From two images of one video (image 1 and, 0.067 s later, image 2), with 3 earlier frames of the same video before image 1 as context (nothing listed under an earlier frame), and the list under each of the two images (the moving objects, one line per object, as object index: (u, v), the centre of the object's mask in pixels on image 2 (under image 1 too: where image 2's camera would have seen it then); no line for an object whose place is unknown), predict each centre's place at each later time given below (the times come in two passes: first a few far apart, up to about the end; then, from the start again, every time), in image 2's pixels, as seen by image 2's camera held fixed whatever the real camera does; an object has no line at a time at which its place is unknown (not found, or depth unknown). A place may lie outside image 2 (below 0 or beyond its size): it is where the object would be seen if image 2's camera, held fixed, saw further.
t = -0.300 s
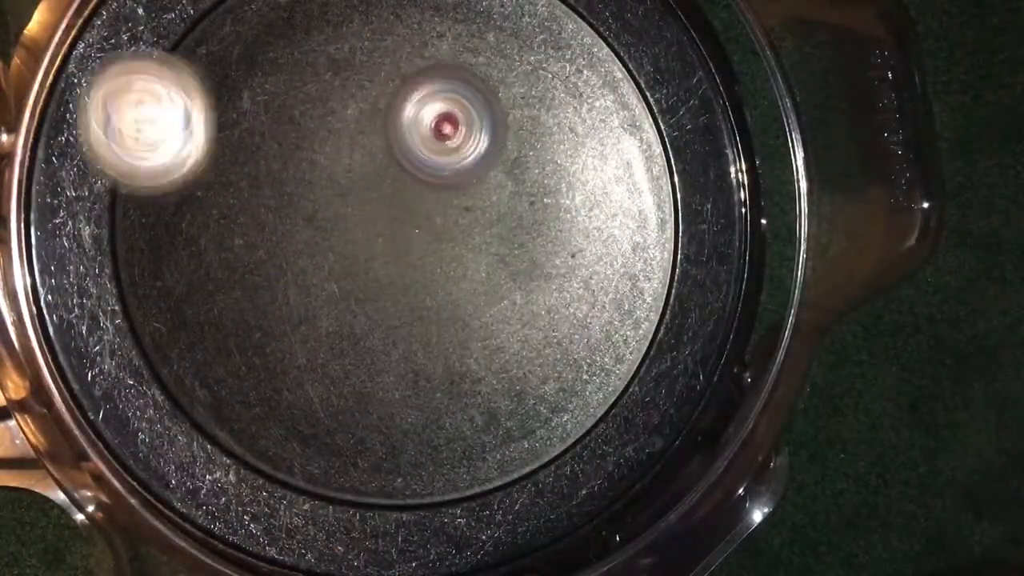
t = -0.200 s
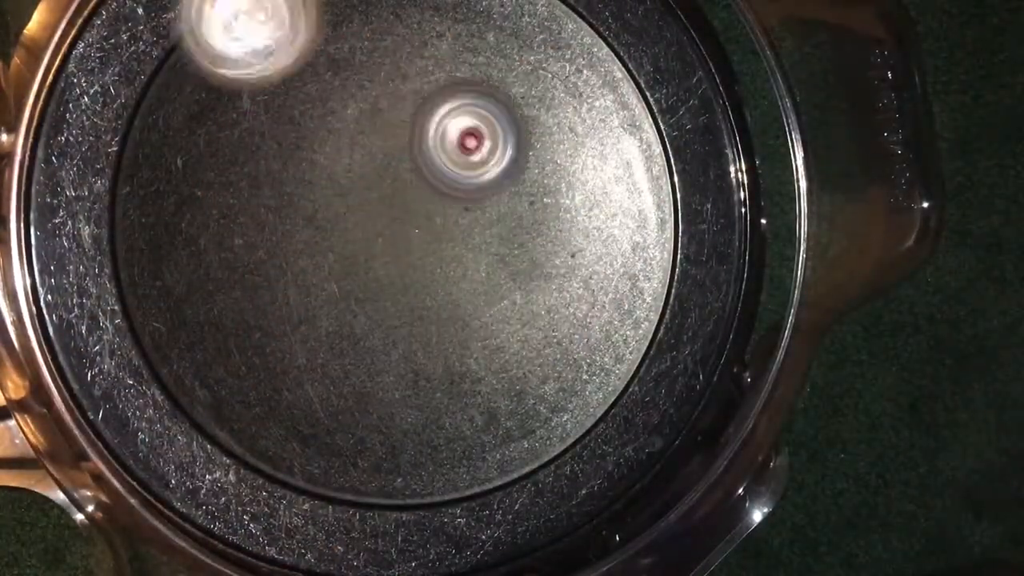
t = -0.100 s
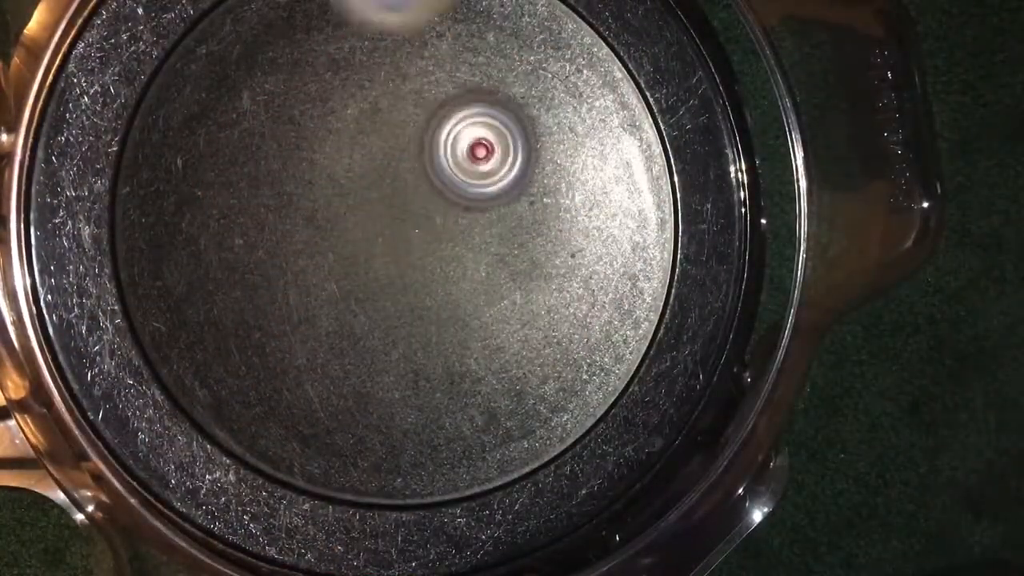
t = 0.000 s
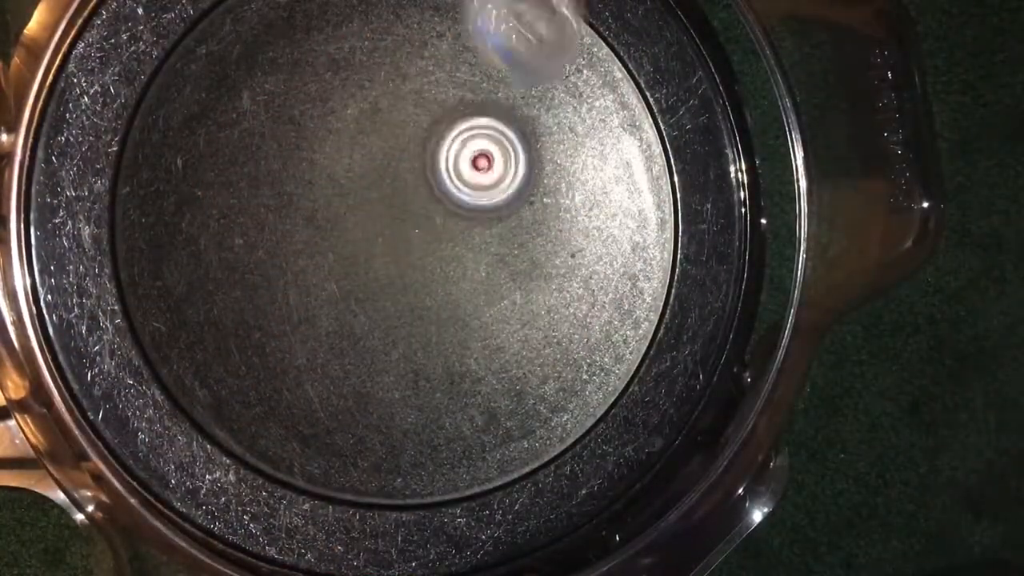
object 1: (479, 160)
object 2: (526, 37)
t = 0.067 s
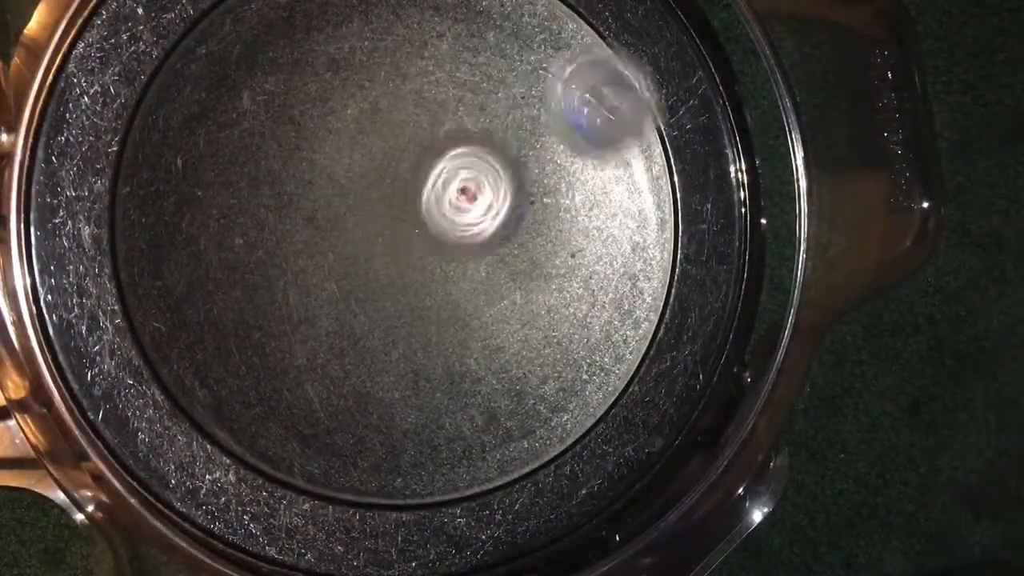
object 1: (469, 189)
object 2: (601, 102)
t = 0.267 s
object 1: (427, 316)
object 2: (620, 392)
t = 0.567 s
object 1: (383, 226)
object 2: (208, 521)
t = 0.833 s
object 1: (277, 196)
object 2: (147, 250)
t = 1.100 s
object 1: (421, 192)
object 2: (348, 68)
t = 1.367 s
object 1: (522, 309)
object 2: (601, 156)
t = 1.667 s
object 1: (406, 491)
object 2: (620, 269)
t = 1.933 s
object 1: (275, 483)
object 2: (389, 81)
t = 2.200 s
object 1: (177, 393)
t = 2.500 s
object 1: (280, 185)
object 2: (392, 116)
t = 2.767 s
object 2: (472, 218)
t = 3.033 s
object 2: (564, 337)
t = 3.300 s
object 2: (389, 377)
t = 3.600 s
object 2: (330, 116)
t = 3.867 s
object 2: (499, 46)
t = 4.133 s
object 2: (483, 139)
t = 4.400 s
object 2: (285, 177)
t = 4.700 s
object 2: (299, 138)
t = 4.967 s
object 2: (422, 296)
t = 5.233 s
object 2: (371, 383)
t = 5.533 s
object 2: (449, 337)
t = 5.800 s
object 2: (510, 305)
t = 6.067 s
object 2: (495, 242)
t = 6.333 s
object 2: (420, 372)
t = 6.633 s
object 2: (265, 279)
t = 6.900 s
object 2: (323, 149)
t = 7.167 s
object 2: (418, 136)
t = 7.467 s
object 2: (404, 207)
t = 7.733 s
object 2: (346, 189)
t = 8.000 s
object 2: (346, 137)
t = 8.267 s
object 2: (385, 46)
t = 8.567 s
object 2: (449, 123)
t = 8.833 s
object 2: (478, 202)
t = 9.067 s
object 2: (447, 272)
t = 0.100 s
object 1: (457, 217)
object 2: (641, 146)
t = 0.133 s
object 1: (449, 238)
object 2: (663, 191)
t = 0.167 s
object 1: (441, 263)
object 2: (671, 239)
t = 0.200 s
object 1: (434, 283)
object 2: (667, 292)
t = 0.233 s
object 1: (429, 298)
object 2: (649, 342)
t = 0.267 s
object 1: (427, 316)
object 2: (620, 392)
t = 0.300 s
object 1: (426, 334)
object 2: (578, 436)
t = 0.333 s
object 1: (428, 348)
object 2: (531, 467)
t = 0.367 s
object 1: (432, 366)
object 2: (475, 490)
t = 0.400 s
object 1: (427, 341)
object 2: (427, 519)
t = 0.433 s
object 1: (421, 315)
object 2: (374, 528)
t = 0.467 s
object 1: (412, 290)
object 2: (326, 535)
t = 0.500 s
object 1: (405, 266)
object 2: (285, 539)
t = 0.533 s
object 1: (393, 246)
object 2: (239, 535)
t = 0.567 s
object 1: (383, 226)
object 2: (208, 521)
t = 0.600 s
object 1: (370, 211)
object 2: (183, 490)
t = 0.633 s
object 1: (357, 203)
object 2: (166, 451)
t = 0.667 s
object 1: (340, 196)
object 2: (147, 422)
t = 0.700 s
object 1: (321, 194)
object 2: (133, 392)
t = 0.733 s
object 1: (305, 191)
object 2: (127, 360)
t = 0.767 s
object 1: (289, 192)
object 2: (134, 322)
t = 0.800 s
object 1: (275, 193)
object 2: (147, 285)
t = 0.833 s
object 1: (277, 196)
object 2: (147, 250)
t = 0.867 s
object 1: (305, 189)
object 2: (140, 218)
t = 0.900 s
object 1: (331, 187)
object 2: (143, 187)
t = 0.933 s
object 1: (353, 186)
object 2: (160, 154)
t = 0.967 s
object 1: (369, 186)
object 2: (187, 126)
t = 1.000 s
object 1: (385, 184)
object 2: (223, 103)
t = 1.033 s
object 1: (398, 182)
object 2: (265, 89)
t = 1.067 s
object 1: (407, 178)
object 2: (312, 84)
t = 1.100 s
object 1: (421, 192)
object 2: (348, 68)
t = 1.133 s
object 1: (452, 214)
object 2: (379, 51)
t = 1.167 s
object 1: (471, 238)
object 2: (414, 48)
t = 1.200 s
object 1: (485, 251)
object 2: (452, 49)
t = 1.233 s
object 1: (498, 262)
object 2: (488, 66)
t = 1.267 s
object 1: (508, 266)
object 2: (520, 88)
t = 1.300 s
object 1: (520, 267)
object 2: (547, 119)
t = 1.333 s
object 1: (530, 267)
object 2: (572, 156)
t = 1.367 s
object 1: (522, 309)
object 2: (601, 156)
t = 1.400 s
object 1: (506, 363)
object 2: (628, 144)
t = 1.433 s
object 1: (491, 404)
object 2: (647, 140)
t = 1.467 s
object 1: (475, 438)
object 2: (660, 145)
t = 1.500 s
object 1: (460, 465)
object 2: (666, 156)
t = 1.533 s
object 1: (448, 482)
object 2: (668, 171)
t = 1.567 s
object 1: (435, 494)
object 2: (666, 192)
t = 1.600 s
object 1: (423, 499)
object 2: (661, 215)
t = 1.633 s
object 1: (414, 498)
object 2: (643, 245)
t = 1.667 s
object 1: (406, 491)
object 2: (620, 269)
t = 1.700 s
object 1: (398, 479)
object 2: (583, 290)
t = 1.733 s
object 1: (389, 462)
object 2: (545, 306)
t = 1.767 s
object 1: (382, 444)
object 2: (501, 314)
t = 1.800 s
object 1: (376, 423)
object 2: (458, 315)
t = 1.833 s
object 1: (356, 429)
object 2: (426, 278)
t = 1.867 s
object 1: (324, 461)
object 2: (412, 209)
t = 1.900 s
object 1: (294, 481)
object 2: (401, 146)
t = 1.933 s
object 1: (275, 483)
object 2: (389, 81)
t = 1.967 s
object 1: (255, 482)
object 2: (382, 39)
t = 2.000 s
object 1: (239, 478)
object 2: (379, 15)
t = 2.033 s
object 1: (223, 469)
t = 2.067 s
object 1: (209, 459)
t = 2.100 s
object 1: (199, 445)
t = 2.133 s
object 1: (189, 430)
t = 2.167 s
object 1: (182, 412)
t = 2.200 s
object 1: (177, 393)
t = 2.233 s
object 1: (174, 370)
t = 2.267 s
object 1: (178, 347)
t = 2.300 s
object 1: (185, 319)
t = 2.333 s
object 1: (197, 294)
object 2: (392, 16)
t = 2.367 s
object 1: (213, 264)
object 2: (389, 28)
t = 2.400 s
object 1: (230, 237)
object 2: (385, 42)
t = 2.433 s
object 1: (251, 209)
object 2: (382, 66)
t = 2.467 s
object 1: (273, 183)
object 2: (378, 105)
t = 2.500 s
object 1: (280, 185)
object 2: (392, 116)
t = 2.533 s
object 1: (279, 195)
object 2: (423, 125)
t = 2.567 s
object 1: (279, 204)
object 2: (446, 131)
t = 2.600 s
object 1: (281, 215)
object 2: (472, 145)
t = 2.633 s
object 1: (285, 225)
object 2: (487, 155)
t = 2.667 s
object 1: (295, 233)
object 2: (496, 170)
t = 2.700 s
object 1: (304, 241)
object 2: (496, 185)
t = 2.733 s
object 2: (488, 201)
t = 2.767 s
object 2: (472, 218)
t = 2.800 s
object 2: (448, 233)
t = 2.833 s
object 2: (458, 248)
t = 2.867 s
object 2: (494, 260)
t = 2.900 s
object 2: (525, 274)
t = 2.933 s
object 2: (548, 289)
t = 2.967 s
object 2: (562, 301)
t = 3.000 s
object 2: (566, 318)
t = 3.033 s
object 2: (564, 337)
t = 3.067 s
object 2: (556, 355)
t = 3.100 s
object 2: (543, 375)
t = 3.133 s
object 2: (527, 391)
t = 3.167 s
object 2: (502, 404)
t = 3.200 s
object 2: (474, 408)
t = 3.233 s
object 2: (443, 405)
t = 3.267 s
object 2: (416, 395)
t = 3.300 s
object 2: (389, 377)
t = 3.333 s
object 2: (364, 352)
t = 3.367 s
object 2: (345, 326)
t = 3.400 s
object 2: (328, 295)
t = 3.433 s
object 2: (318, 265)
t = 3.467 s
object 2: (314, 235)
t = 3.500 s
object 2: (313, 201)
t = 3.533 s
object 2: (315, 170)
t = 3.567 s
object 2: (320, 143)
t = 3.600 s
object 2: (330, 116)
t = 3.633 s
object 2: (342, 90)
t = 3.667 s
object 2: (359, 68)
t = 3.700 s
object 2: (377, 52)
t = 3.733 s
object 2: (398, 43)
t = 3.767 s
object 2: (424, 38)
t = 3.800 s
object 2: (451, 37)
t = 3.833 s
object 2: (479, 39)
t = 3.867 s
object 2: (499, 46)
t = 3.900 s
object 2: (519, 62)
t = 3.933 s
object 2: (528, 63)
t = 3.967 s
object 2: (530, 68)
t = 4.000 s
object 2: (531, 75)
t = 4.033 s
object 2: (526, 87)
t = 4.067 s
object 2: (516, 104)
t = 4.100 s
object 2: (503, 122)
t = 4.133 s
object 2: (483, 139)
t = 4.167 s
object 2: (458, 154)
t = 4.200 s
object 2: (434, 165)
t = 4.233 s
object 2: (408, 174)
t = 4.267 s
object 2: (380, 180)
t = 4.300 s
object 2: (354, 183)
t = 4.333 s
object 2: (330, 184)
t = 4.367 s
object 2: (305, 182)
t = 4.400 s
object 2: (285, 177)
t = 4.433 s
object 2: (265, 170)
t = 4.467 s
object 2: (251, 161)
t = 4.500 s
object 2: (241, 150)
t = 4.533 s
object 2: (237, 139)
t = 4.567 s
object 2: (239, 131)
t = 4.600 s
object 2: (246, 124)
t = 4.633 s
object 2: (260, 124)
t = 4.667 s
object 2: (279, 127)
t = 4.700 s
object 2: (299, 138)
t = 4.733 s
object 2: (320, 155)
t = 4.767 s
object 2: (338, 175)
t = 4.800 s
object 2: (354, 197)
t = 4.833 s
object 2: (374, 213)
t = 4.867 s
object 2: (391, 231)
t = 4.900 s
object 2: (405, 253)
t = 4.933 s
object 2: (417, 275)
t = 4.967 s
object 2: (422, 296)
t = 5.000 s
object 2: (427, 319)
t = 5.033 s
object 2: (428, 339)
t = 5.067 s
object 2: (426, 355)
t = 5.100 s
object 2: (420, 370)
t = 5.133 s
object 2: (408, 383)
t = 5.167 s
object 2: (396, 389)
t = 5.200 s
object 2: (384, 389)
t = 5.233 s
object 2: (371, 383)
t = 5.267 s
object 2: (362, 372)
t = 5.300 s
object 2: (360, 358)
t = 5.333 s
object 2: (367, 352)
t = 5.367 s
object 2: (376, 347)
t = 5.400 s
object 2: (389, 347)
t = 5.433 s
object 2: (403, 343)
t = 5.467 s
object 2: (418, 340)
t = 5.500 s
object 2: (435, 338)
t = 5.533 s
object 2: (449, 337)
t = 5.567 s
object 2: (462, 334)
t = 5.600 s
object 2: (474, 329)
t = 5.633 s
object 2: (487, 327)
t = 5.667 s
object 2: (494, 325)
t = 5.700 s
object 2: (501, 320)
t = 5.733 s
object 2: (506, 315)
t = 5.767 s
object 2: (509, 309)
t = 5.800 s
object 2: (510, 305)
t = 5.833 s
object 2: (507, 292)
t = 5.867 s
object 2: (504, 283)
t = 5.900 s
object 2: (503, 271)
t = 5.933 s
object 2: (500, 264)
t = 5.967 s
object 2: (496, 248)
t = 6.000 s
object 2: (491, 234)
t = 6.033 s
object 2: (488, 222)
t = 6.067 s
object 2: (495, 242)
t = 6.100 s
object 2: (499, 269)
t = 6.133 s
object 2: (499, 290)
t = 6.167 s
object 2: (492, 314)
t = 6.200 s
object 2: (480, 333)
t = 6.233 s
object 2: (470, 347)
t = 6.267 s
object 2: (454, 359)
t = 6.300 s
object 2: (438, 367)
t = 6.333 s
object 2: (420, 372)
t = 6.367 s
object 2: (403, 372)
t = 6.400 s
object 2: (382, 365)
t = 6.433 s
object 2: (364, 355)
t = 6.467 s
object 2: (349, 344)
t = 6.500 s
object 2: (333, 325)
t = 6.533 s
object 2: (317, 316)
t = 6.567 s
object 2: (295, 306)
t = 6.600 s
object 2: (280, 294)
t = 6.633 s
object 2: (265, 279)
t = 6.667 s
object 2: (258, 263)
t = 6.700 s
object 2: (250, 242)
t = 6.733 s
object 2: (252, 220)
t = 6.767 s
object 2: (257, 204)
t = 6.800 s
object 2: (269, 183)
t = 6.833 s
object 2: (283, 170)
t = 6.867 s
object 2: (302, 156)
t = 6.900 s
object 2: (323, 149)
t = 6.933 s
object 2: (346, 143)
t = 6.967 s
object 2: (369, 142)
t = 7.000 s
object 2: (390, 144)
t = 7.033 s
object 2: (404, 146)
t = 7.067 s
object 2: (405, 140)
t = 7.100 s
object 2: (408, 138)
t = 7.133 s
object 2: (414, 134)
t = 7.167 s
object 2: (418, 136)
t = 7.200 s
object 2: (424, 139)
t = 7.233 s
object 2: (426, 143)
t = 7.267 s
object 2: (431, 154)
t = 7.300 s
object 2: (432, 164)
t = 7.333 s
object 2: (433, 178)
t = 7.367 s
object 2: (429, 188)
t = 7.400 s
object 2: (423, 205)
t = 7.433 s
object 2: (417, 211)
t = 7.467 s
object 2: (404, 207)
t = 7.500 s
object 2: (393, 206)
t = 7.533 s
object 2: (381, 206)
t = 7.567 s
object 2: (371, 202)
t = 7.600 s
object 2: (364, 199)
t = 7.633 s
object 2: (356, 196)
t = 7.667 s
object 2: (353, 192)
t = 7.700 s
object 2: (349, 191)
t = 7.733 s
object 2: (346, 189)
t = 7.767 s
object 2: (344, 189)
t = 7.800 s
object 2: (347, 189)
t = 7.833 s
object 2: (347, 190)
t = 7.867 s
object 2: (352, 191)
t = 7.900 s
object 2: (354, 194)
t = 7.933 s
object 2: (353, 192)
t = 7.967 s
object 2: (351, 163)
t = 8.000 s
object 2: (346, 137)
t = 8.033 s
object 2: (346, 117)
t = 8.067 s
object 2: (347, 101)
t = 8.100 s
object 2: (350, 83)
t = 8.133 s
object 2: (353, 70)
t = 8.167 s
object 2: (357, 58)
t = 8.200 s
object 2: (366, 50)
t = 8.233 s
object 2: (376, 46)
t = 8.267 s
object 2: (385, 46)
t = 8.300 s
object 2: (400, 51)
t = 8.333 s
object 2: (411, 63)
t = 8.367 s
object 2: (418, 79)
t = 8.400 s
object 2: (422, 100)
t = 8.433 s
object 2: (425, 121)
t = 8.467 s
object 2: (427, 138)
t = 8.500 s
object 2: (431, 133)
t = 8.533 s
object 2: (442, 124)
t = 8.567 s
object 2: (449, 123)
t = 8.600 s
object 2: (460, 124)
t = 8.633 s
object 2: (472, 129)
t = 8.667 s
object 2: (481, 138)
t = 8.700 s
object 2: (488, 146)
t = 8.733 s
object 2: (489, 161)
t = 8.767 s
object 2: (489, 173)
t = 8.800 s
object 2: (483, 188)
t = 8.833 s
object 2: (478, 202)
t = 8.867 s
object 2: (470, 215)
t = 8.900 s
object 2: (458, 231)
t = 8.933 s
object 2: (455, 239)
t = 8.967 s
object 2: (455, 244)
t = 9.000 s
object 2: (454, 255)
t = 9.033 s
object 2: (454, 265)
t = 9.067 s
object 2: (447, 272)
